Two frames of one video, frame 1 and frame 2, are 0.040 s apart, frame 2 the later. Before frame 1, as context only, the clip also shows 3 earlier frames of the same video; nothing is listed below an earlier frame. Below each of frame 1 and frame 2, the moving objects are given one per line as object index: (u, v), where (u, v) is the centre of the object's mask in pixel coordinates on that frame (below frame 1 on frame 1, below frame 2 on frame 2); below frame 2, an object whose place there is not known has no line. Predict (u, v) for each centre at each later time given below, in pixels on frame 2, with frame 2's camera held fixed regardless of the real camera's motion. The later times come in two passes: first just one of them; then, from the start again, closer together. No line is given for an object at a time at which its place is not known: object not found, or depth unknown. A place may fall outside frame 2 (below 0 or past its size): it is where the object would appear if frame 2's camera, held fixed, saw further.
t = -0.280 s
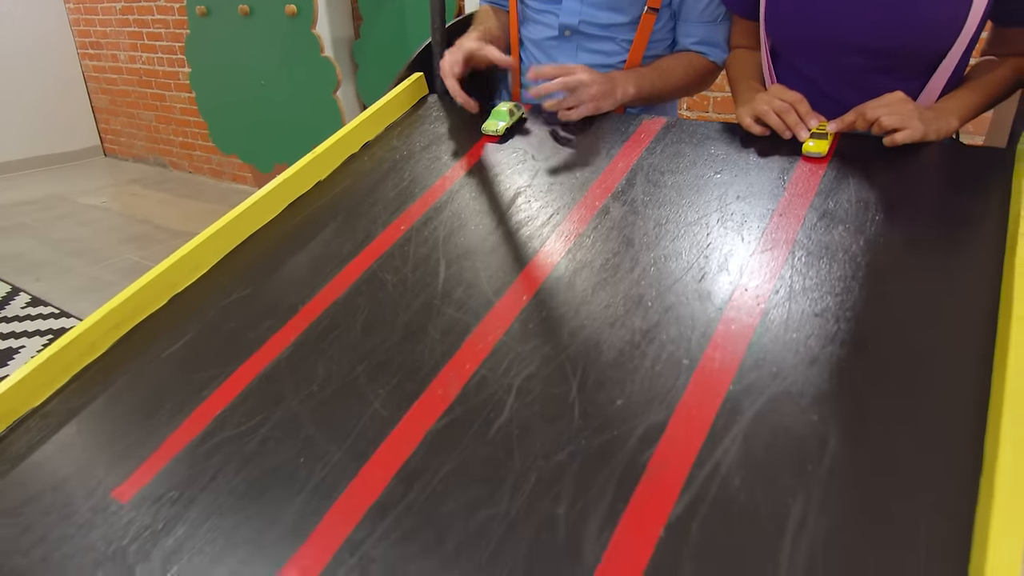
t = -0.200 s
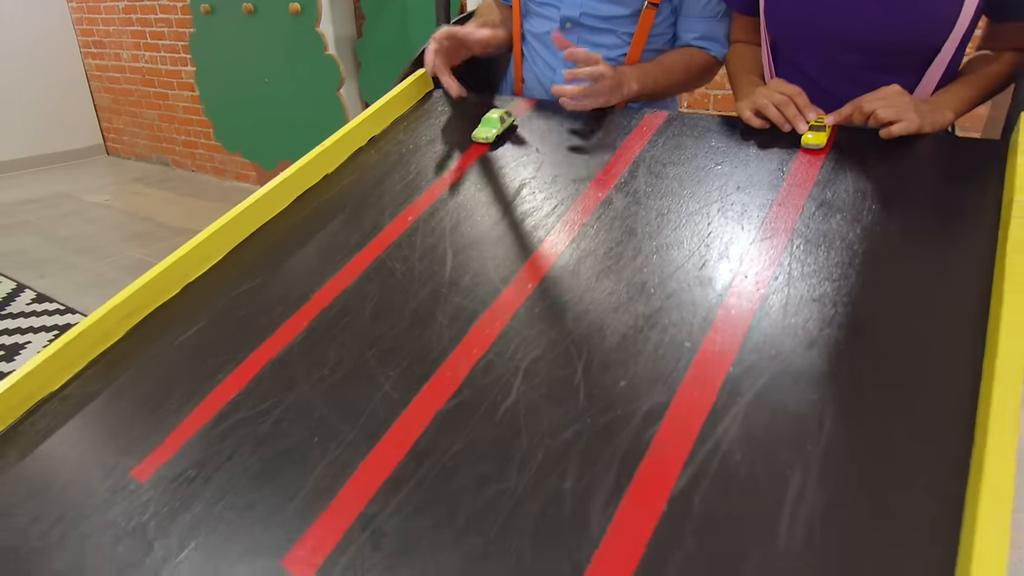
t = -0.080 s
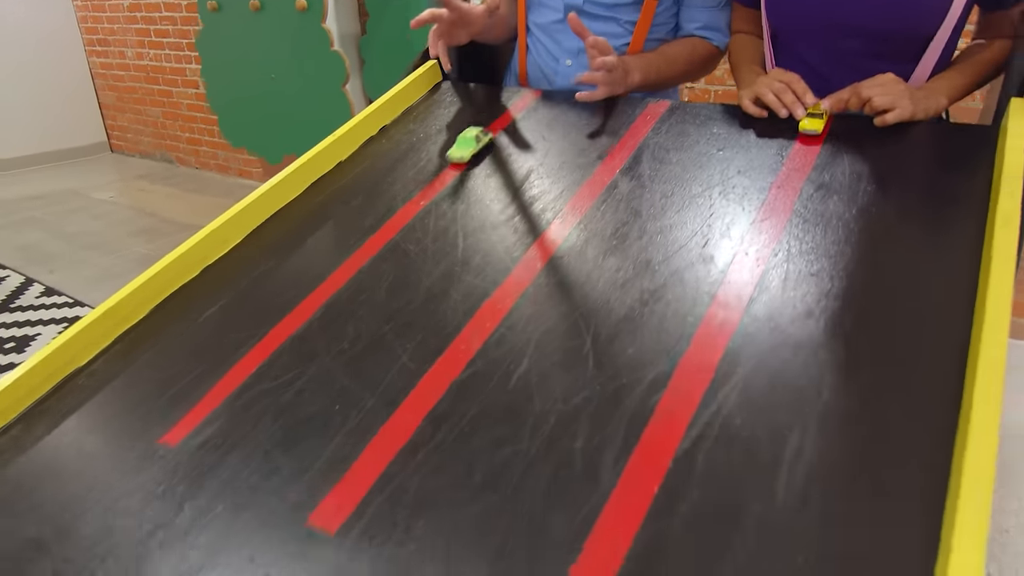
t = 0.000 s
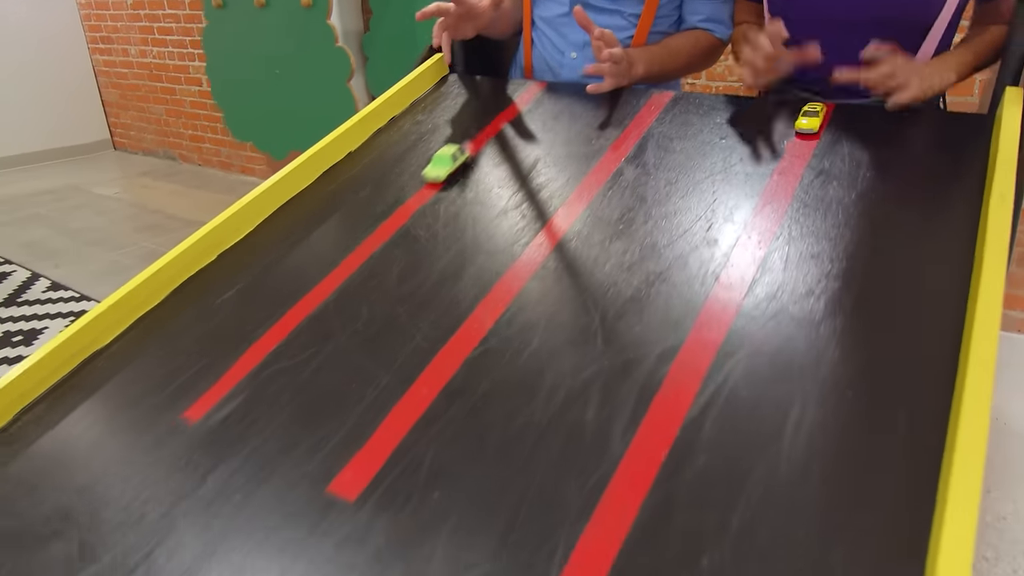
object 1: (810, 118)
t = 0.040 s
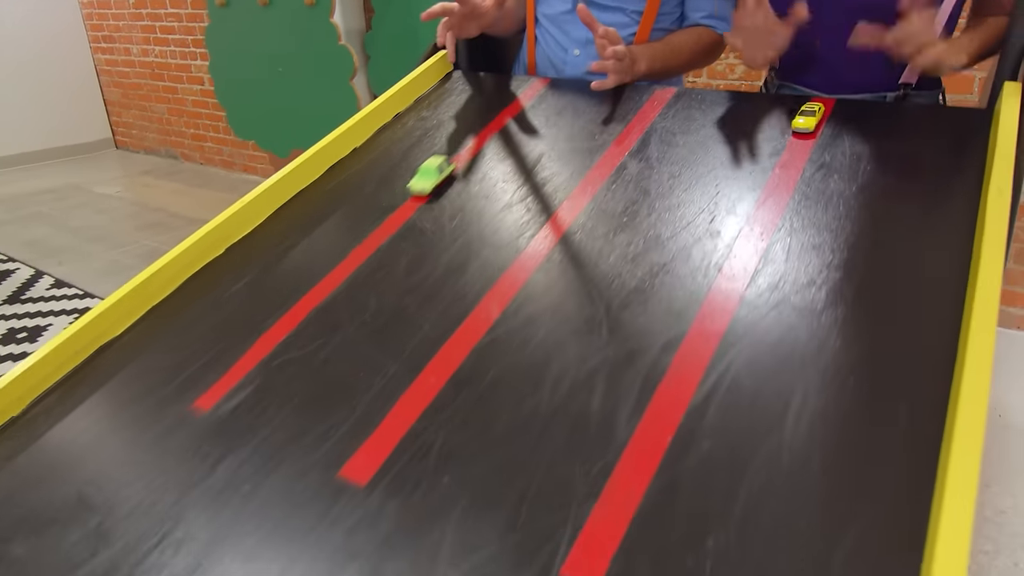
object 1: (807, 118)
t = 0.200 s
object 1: (793, 141)
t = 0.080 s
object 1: (804, 123)
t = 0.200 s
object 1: (793, 141)
